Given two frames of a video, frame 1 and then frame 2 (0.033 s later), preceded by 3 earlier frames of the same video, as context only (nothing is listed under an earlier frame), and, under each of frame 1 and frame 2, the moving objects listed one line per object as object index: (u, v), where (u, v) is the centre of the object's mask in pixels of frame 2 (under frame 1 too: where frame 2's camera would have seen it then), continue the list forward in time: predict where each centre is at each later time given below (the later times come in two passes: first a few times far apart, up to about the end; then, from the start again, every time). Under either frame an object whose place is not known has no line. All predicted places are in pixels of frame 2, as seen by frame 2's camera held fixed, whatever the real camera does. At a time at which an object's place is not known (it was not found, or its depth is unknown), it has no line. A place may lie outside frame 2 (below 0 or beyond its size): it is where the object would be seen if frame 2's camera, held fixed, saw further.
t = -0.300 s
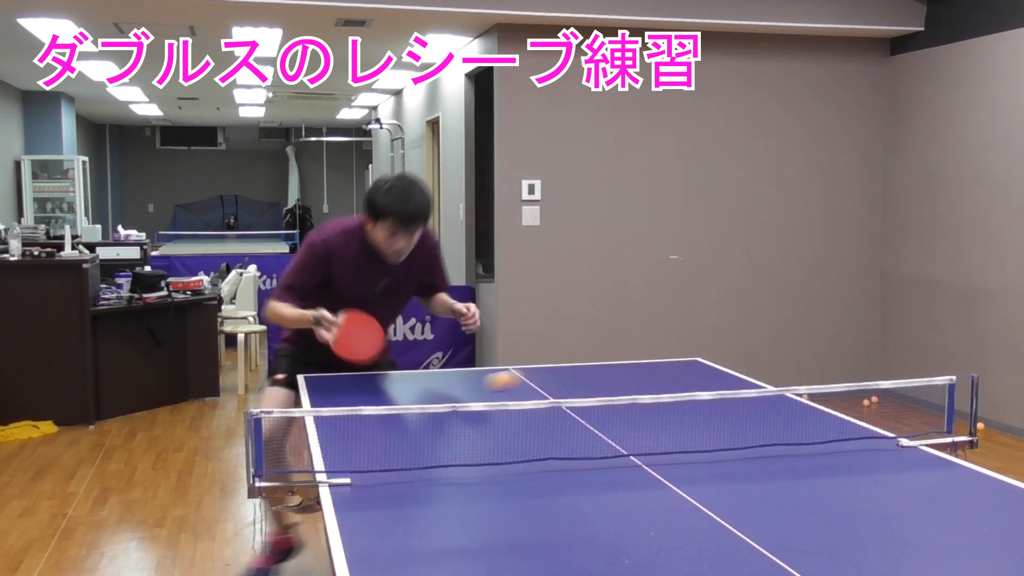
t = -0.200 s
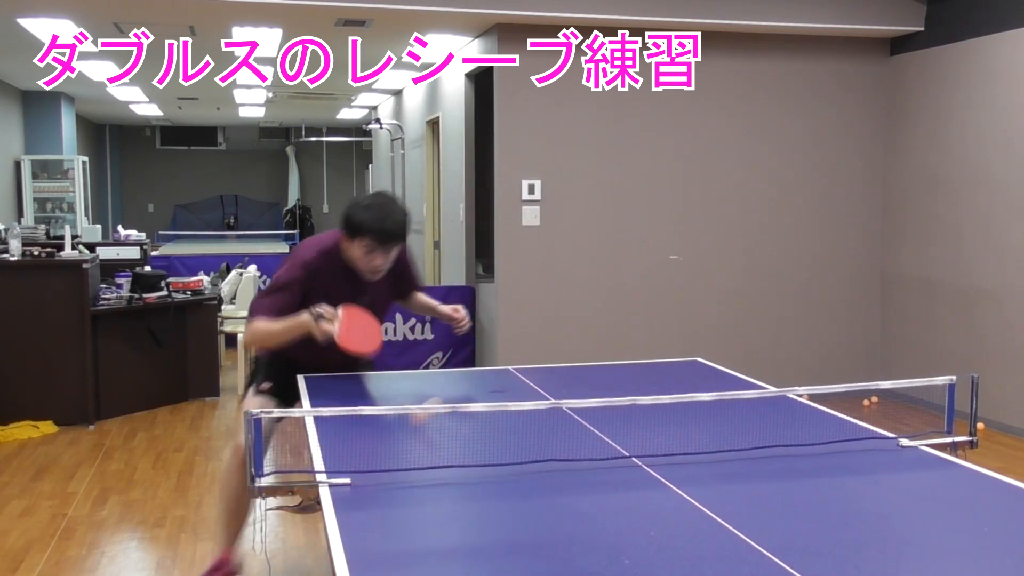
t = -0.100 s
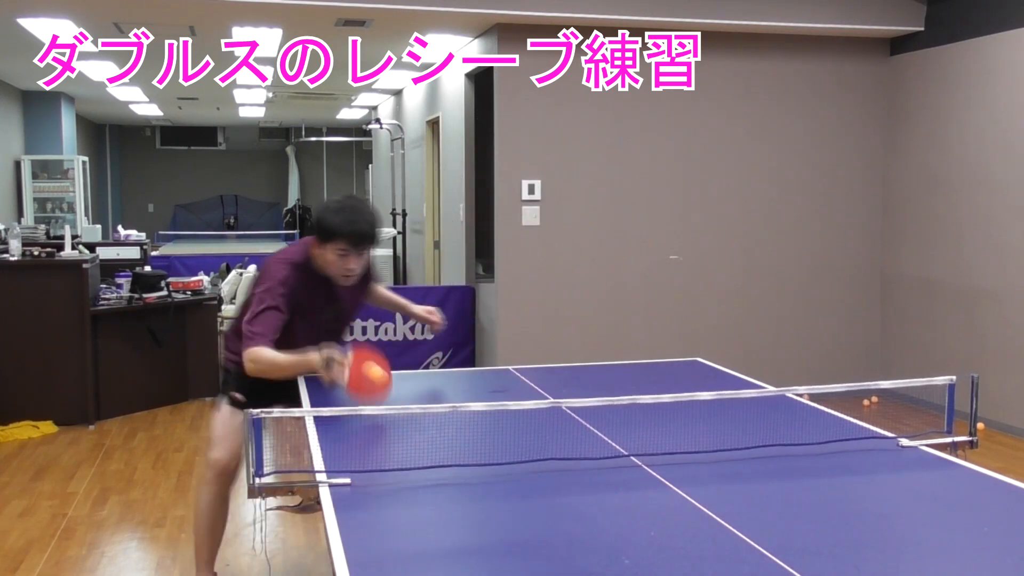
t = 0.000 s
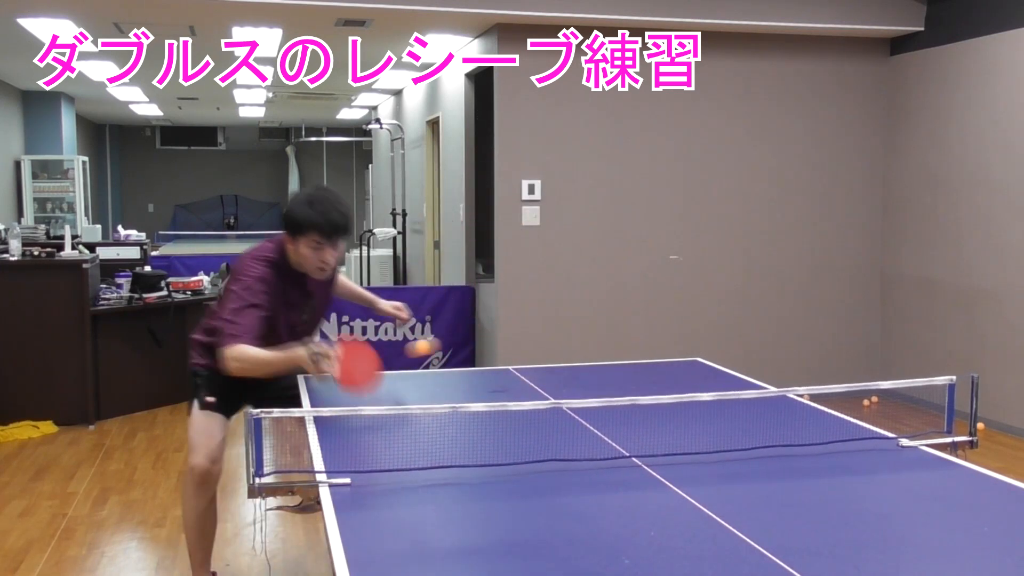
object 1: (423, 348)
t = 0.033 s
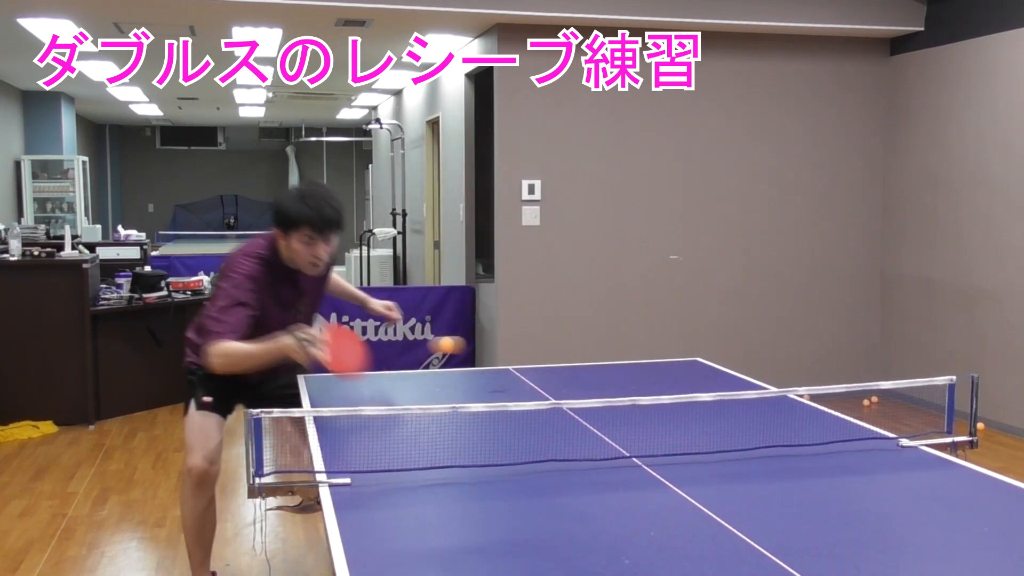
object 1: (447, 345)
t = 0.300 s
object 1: (690, 486)
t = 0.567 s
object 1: (929, 496)
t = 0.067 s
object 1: (472, 346)
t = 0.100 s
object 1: (498, 352)
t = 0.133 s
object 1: (525, 361)
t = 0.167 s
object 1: (556, 376)
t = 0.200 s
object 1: (584, 392)
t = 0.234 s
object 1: (622, 422)
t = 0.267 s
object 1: (654, 450)
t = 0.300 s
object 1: (690, 486)
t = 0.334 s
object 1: (728, 524)
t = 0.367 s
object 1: (757, 513)
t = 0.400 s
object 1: (782, 496)
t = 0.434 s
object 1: (809, 484)
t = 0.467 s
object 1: (837, 478)
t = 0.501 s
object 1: (866, 477)
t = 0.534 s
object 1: (897, 484)
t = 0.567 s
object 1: (929, 496)
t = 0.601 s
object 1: (961, 517)
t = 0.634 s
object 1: (995, 544)
